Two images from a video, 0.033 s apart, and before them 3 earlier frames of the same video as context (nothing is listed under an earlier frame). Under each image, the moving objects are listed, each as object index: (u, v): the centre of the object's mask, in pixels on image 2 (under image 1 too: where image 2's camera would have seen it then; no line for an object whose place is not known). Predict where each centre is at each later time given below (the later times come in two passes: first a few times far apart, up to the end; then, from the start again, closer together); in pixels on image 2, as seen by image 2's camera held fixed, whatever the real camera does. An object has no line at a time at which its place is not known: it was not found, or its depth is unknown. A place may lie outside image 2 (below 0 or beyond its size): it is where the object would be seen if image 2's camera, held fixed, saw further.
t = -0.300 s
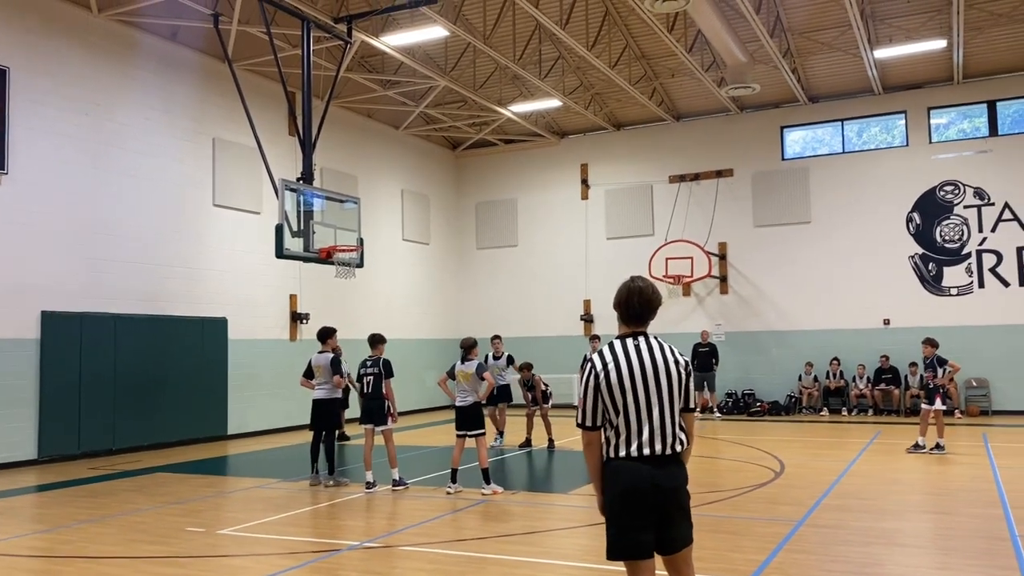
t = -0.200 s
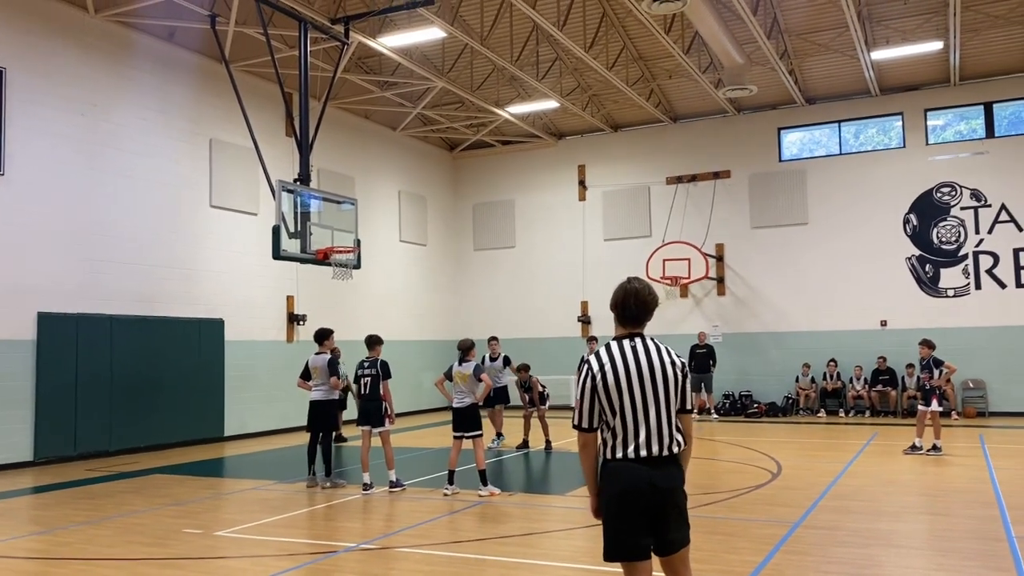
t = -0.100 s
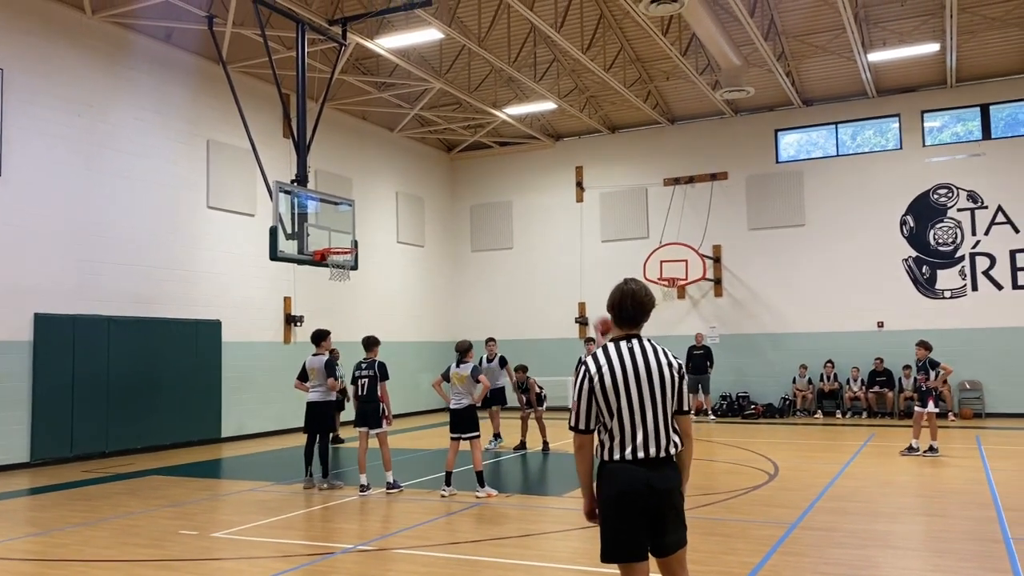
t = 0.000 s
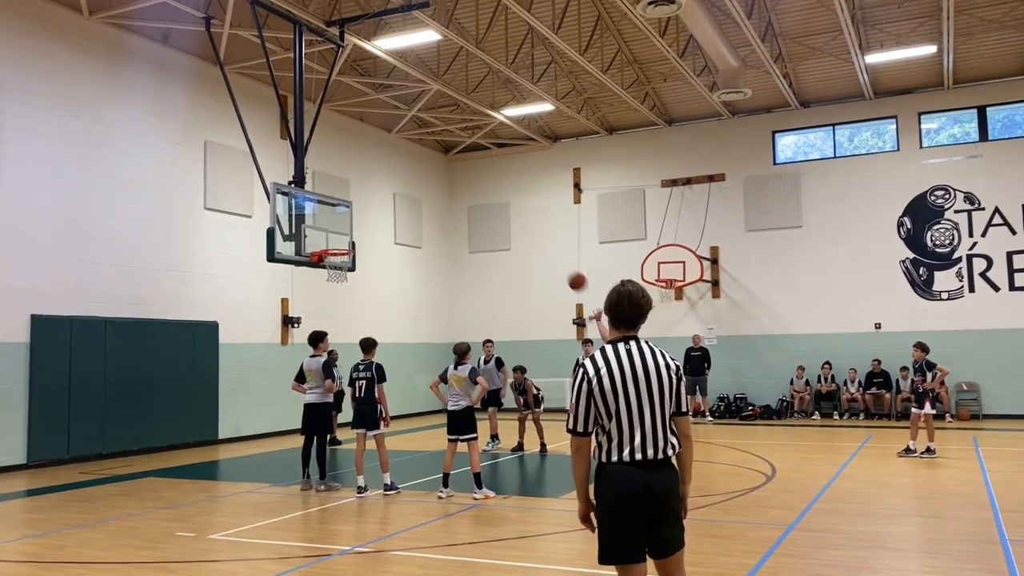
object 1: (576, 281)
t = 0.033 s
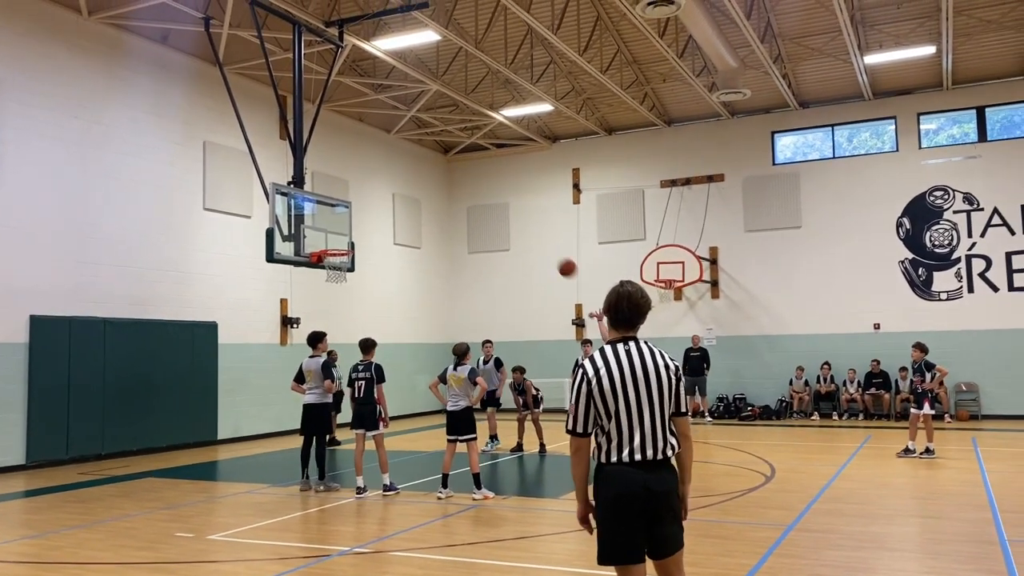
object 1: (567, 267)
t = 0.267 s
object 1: (506, 198)
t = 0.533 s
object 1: (444, 172)
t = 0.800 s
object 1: (389, 196)
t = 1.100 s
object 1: (344, 236)
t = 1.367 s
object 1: (326, 241)
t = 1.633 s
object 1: (340, 244)
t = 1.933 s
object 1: (339, 248)
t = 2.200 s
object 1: (327, 272)
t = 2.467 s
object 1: (325, 314)
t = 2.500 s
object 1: (325, 322)
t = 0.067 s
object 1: (558, 254)
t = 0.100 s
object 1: (549, 243)
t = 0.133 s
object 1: (540, 232)
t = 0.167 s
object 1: (531, 222)
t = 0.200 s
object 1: (523, 213)
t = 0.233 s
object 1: (514, 205)
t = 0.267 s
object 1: (506, 198)
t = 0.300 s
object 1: (498, 192)
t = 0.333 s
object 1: (490, 187)
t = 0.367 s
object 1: (482, 182)
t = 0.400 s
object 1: (474, 179)
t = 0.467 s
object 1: (459, 174)
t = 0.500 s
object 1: (452, 172)
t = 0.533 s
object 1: (444, 172)
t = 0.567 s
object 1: (437, 173)
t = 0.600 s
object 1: (430, 174)
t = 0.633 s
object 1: (423, 176)
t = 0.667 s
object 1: (416, 178)
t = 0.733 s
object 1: (402, 186)
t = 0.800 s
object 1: (389, 196)
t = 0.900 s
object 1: (370, 216)
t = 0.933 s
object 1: (363, 225)
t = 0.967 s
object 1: (357, 234)
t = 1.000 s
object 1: (351, 243)
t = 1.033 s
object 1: (349, 241)
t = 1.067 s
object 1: (346, 238)
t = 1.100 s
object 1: (344, 236)
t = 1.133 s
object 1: (342, 233)
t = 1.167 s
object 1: (339, 232)
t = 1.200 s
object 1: (337, 232)
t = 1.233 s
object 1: (335, 232)
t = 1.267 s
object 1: (333, 233)
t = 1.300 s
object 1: (330, 235)
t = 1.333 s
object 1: (328, 237)
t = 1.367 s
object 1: (326, 241)
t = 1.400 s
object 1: (326, 242)
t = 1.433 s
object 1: (329, 242)
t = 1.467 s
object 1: (331, 244)
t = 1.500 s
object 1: (333, 243)
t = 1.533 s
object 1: (335, 243)
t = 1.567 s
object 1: (336, 242)
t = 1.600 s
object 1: (338, 243)
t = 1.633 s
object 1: (340, 244)
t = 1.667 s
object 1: (342, 244)
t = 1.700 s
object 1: (342, 244)
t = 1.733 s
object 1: (343, 245)
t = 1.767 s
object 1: (344, 246)
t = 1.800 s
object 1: (345, 246)
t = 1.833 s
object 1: (343, 245)
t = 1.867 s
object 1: (343, 245)
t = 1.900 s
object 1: (341, 247)
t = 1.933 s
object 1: (339, 248)
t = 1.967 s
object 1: (337, 251)
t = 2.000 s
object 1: (335, 253)
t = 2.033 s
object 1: (334, 255)
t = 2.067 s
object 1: (333, 258)
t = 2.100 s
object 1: (330, 259)
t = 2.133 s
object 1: (330, 264)
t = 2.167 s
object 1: (328, 267)
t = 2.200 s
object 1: (327, 272)
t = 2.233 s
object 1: (327, 273)
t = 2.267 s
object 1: (327, 279)
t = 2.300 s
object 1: (326, 282)
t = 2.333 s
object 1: (326, 287)
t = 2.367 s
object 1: (326, 292)
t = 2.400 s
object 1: (325, 299)
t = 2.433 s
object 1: (325, 306)
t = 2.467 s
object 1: (325, 314)
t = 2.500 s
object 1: (325, 322)
